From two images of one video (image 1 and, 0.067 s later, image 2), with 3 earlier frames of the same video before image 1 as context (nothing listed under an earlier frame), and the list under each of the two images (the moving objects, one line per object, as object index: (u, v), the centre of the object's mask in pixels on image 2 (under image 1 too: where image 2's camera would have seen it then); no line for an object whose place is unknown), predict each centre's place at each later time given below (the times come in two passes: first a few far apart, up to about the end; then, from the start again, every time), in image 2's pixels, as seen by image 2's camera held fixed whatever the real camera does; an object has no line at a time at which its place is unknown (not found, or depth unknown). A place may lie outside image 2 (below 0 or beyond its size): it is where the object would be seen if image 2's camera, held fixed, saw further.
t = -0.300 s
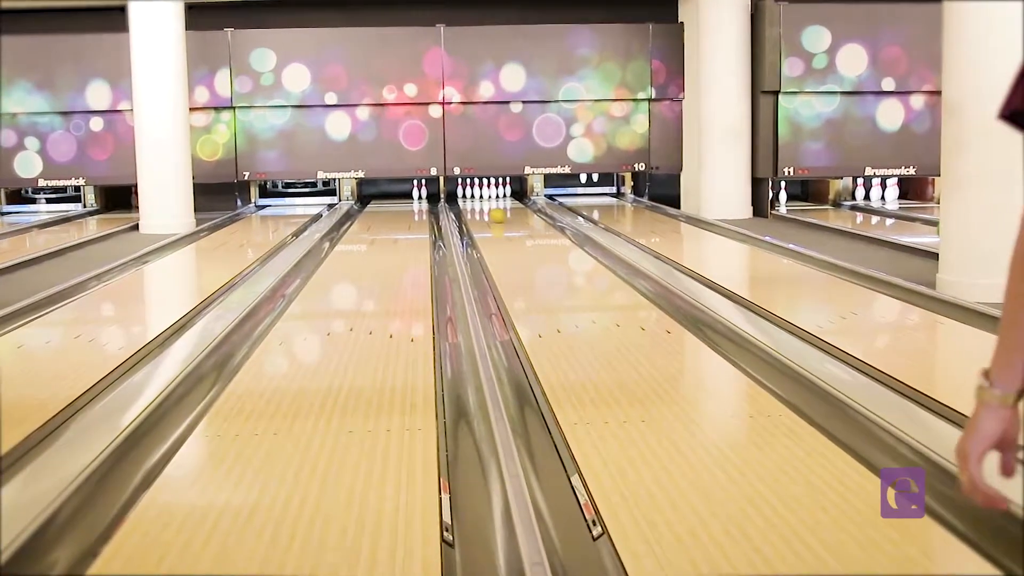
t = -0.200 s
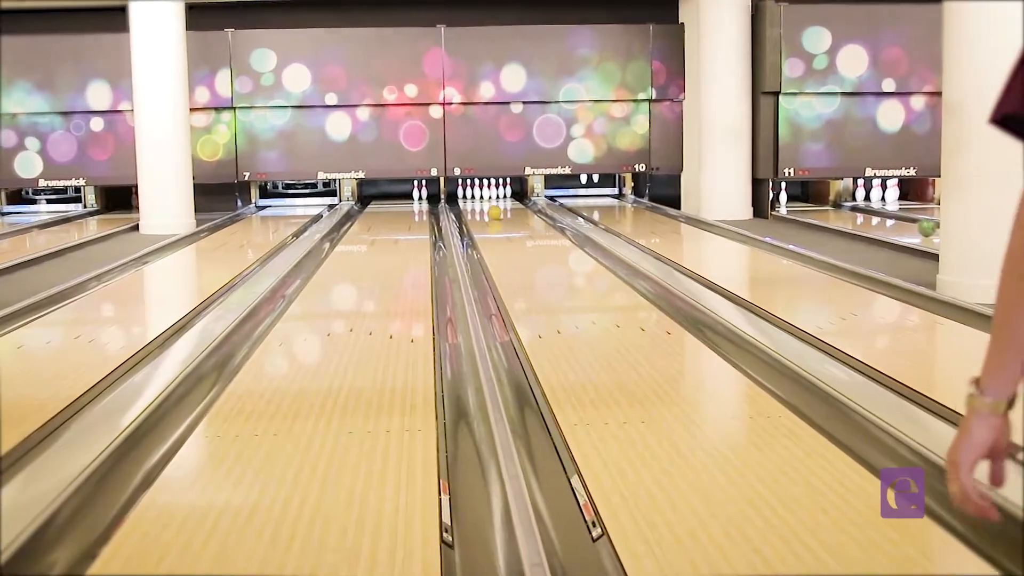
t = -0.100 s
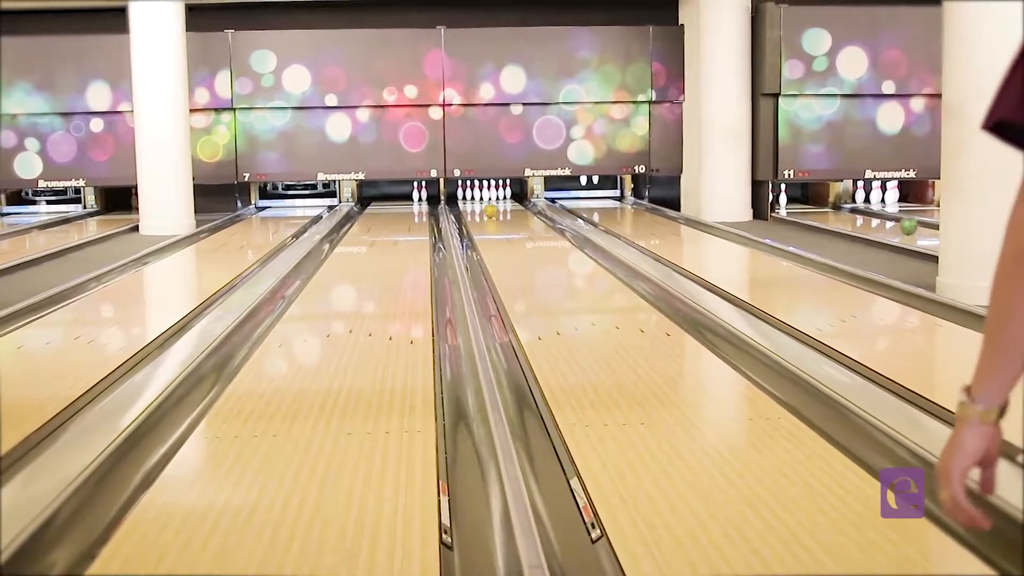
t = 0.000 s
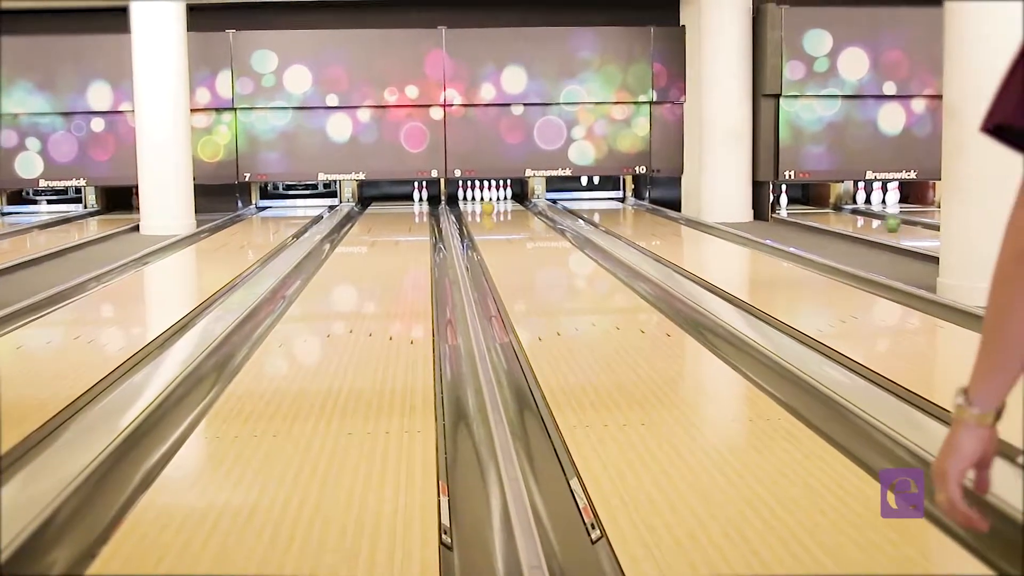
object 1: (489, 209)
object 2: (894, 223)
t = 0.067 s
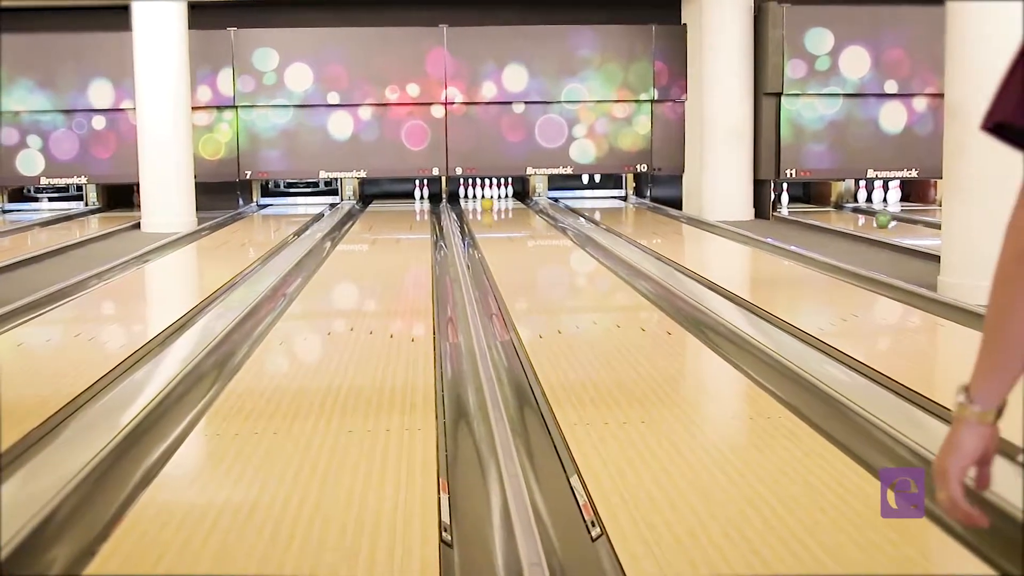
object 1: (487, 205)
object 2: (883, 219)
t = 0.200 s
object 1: (482, 201)
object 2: (863, 216)
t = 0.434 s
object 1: (474, 197)
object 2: (831, 210)
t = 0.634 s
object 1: (465, 194)
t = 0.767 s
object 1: (461, 195)
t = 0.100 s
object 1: (485, 203)
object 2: (879, 218)
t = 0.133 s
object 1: (485, 202)
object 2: (872, 217)
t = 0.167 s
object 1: (484, 202)
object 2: (868, 217)
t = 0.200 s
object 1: (482, 201)
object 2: (863, 216)
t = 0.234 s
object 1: (481, 201)
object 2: (858, 215)
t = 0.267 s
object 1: (480, 200)
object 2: (853, 214)
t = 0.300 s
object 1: (479, 199)
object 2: (849, 213)
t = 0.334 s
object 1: (477, 198)
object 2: (844, 212)
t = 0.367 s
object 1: (475, 198)
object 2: (839, 212)
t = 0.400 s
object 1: (475, 198)
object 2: (835, 212)
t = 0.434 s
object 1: (474, 197)
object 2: (831, 210)
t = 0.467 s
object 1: (473, 195)
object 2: (827, 208)
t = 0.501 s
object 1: (472, 194)
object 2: (822, 207)
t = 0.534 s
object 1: (469, 194)
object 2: (818, 207)
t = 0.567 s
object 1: (467, 194)
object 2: (814, 207)
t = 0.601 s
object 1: (466, 194)
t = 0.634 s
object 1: (465, 194)
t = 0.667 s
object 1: (464, 192)
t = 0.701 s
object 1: (463, 192)
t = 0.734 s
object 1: (462, 193)
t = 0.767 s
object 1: (461, 195)
